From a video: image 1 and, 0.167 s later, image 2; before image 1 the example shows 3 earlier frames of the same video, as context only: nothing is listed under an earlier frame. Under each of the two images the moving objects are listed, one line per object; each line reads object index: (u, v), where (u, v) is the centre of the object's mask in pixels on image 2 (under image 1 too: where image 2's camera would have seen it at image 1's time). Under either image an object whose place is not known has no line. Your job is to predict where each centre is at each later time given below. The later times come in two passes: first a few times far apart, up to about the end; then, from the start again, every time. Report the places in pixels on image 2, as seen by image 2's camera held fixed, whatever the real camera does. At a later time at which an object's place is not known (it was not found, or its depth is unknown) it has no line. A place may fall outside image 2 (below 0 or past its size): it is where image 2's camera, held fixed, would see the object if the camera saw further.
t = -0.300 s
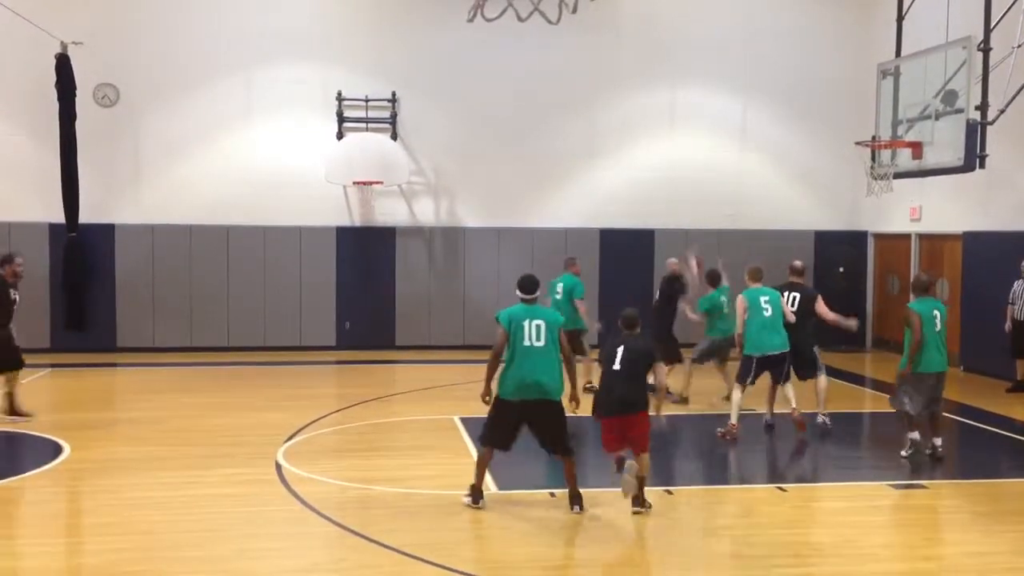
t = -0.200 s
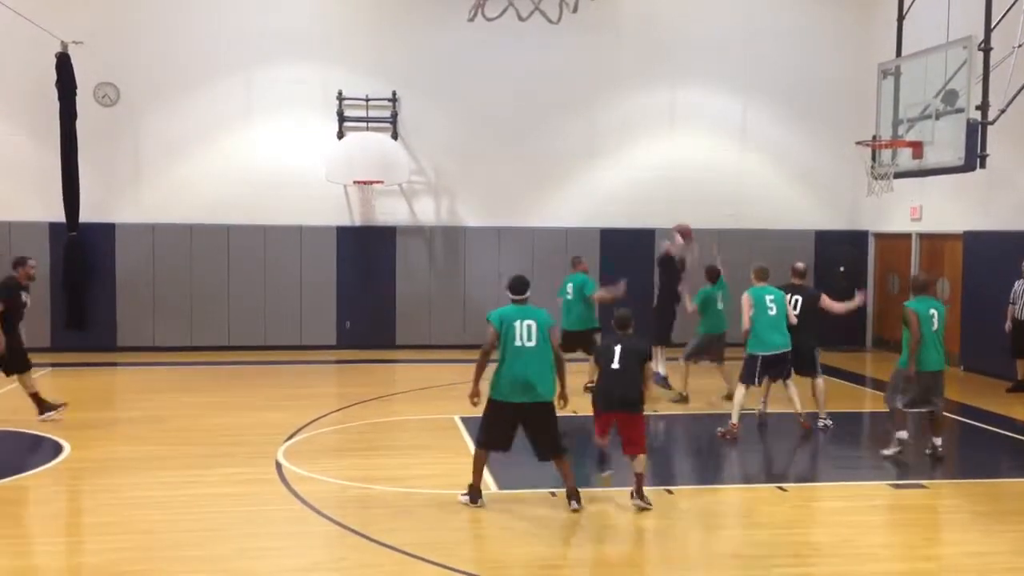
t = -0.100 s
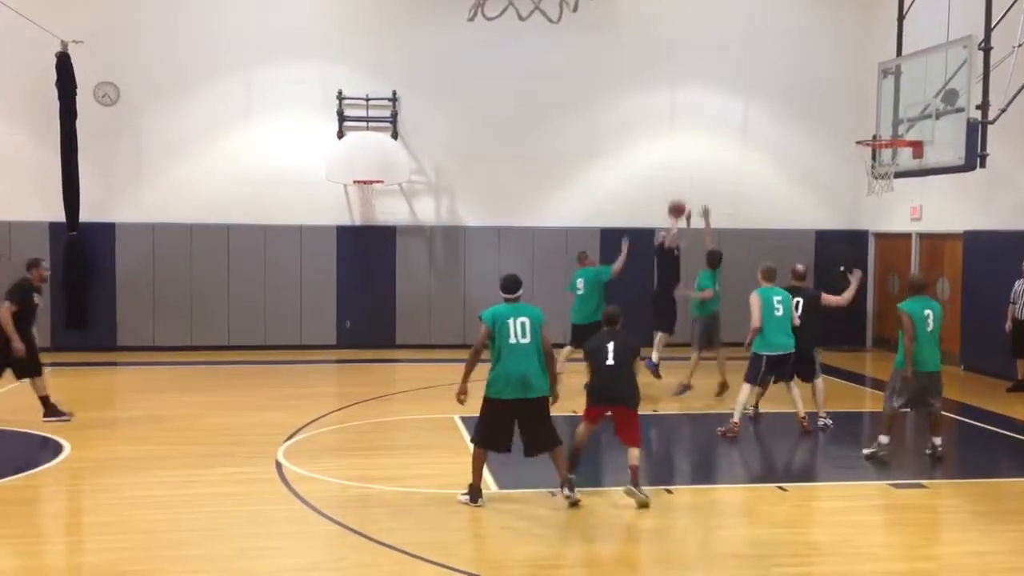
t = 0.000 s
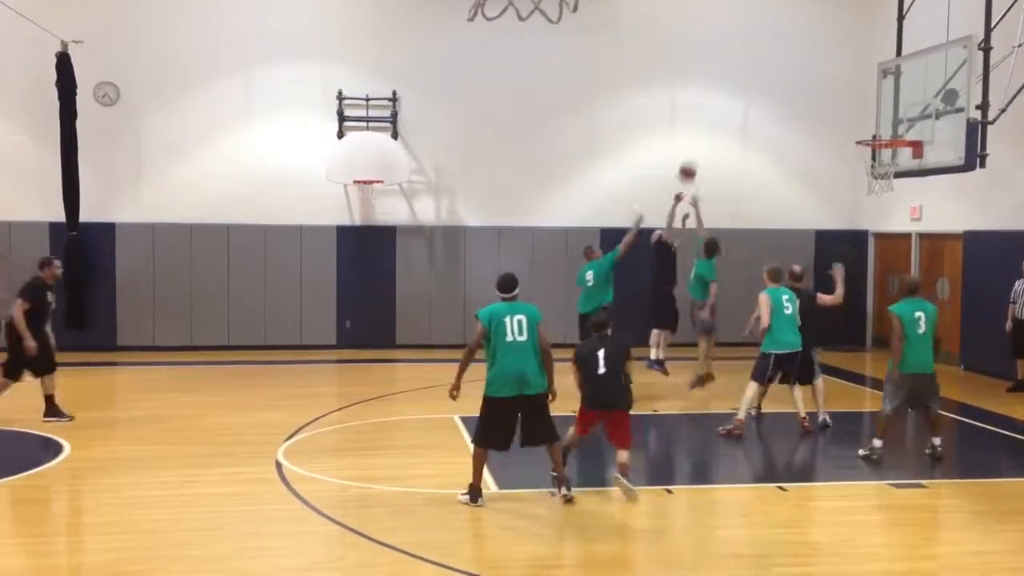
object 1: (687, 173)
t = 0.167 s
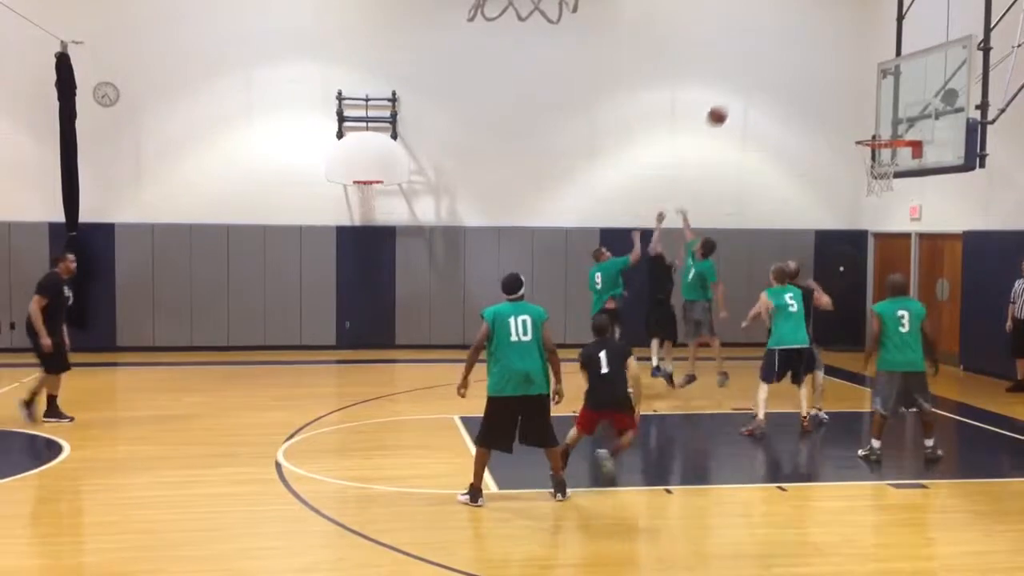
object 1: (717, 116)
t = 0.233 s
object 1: (729, 99)
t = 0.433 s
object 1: (769, 64)
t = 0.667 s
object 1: (820, 65)
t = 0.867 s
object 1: (867, 107)
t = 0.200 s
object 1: (723, 107)
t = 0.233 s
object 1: (729, 99)
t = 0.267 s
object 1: (736, 91)
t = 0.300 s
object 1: (742, 84)
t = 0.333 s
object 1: (749, 78)
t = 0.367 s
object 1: (756, 72)
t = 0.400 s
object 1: (763, 68)
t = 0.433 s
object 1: (769, 64)
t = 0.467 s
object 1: (776, 62)
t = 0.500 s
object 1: (783, 60)
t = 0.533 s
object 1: (791, 59)
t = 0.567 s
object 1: (798, 59)
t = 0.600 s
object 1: (805, 60)
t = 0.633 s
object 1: (813, 62)
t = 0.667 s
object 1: (820, 65)
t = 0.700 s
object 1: (828, 69)
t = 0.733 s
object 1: (835, 75)
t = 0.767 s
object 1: (843, 81)
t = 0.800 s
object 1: (851, 89)
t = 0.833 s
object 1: (859, 97)
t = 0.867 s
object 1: (867, 107)
